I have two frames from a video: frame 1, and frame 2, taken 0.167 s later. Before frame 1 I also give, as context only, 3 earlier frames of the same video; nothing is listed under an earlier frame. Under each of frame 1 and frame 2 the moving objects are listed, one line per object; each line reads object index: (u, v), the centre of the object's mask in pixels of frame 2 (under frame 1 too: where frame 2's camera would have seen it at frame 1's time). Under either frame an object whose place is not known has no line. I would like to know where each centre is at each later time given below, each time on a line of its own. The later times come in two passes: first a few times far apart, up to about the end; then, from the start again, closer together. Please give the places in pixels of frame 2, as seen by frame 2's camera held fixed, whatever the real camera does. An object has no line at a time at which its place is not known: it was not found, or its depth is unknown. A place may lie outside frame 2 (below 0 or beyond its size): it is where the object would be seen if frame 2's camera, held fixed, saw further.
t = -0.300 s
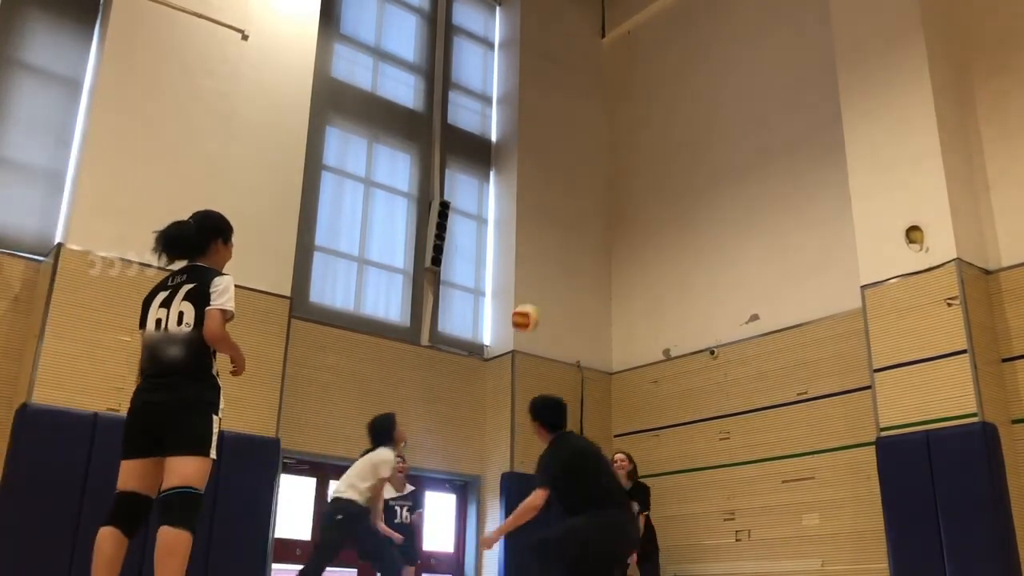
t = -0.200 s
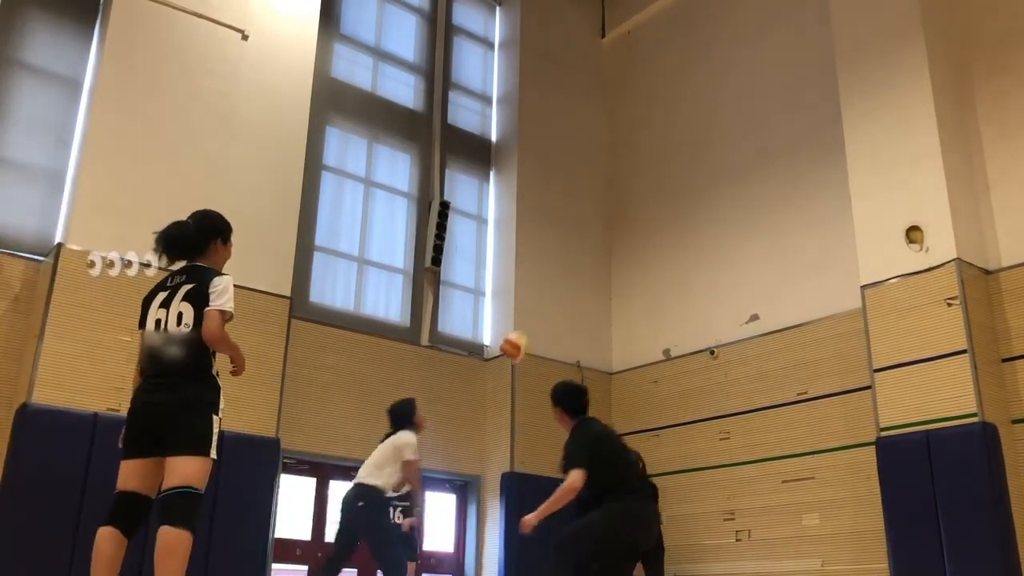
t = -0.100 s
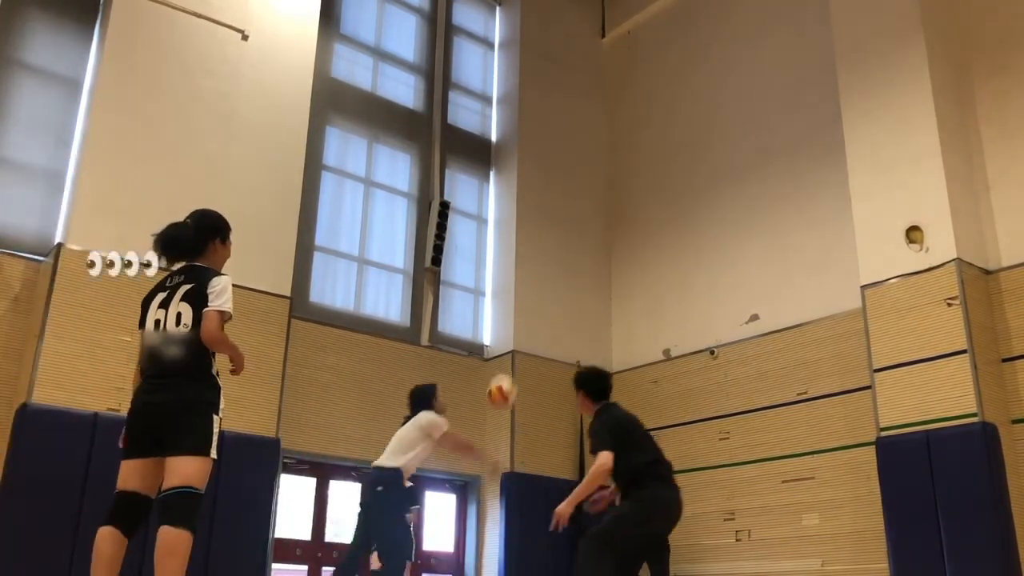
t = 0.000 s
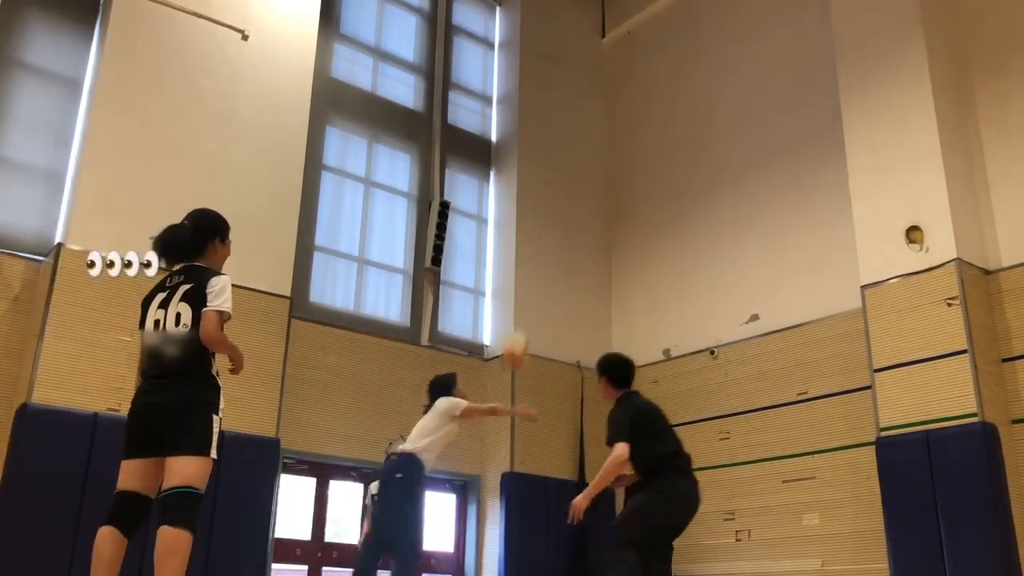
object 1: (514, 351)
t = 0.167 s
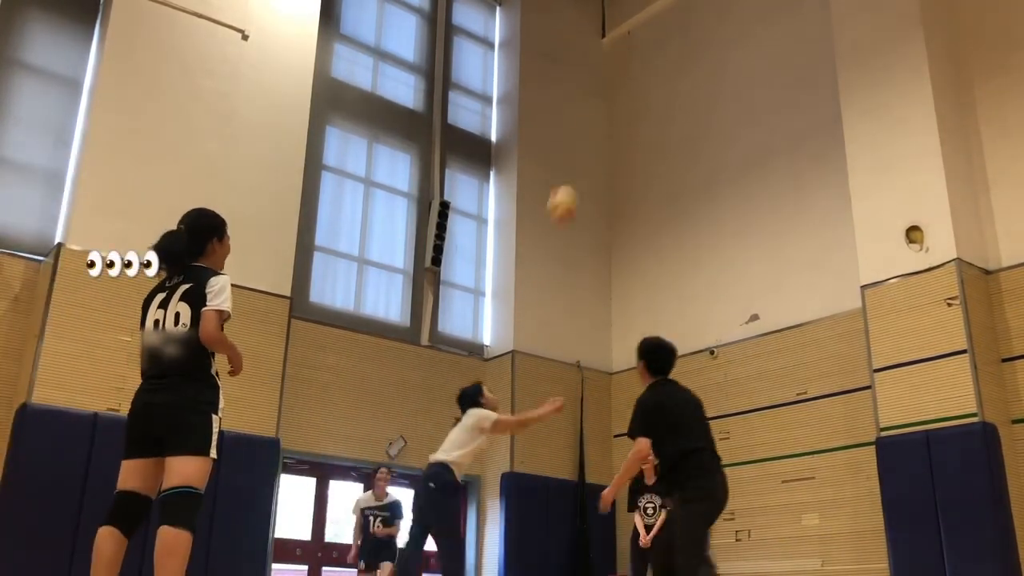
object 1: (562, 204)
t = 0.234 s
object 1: (579, 158)
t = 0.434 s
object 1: (629, 60)
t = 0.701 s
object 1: (693, 10)
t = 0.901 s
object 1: (745, 19)
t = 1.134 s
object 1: (814, 96)
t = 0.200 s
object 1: (571, 180)
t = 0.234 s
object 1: (579, 158)
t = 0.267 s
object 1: (588, 138)
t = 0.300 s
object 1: (596, 120)
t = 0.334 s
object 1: (605, 103)
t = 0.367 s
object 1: (613, 87)
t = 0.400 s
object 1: (621, 73)
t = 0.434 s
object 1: (629, 60)
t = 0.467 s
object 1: (637, 49)
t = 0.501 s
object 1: (645, 39)
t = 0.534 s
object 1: (652, 31)
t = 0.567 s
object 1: (661, 23)
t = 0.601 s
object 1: (669, 16)
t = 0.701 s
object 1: (693, 10)
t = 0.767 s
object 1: (711, 9)
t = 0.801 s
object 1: (719, 10)
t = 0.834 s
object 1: (727, 12)
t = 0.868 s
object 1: (736, 14)
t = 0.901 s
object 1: (745, 19)
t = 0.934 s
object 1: (755, 26)
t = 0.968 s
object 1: (764, 34)
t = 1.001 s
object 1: (773, 44)
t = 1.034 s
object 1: (783, 55)
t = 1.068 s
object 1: (794, 67)
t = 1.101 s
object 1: (804, 81)
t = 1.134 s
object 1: (814, 96)
